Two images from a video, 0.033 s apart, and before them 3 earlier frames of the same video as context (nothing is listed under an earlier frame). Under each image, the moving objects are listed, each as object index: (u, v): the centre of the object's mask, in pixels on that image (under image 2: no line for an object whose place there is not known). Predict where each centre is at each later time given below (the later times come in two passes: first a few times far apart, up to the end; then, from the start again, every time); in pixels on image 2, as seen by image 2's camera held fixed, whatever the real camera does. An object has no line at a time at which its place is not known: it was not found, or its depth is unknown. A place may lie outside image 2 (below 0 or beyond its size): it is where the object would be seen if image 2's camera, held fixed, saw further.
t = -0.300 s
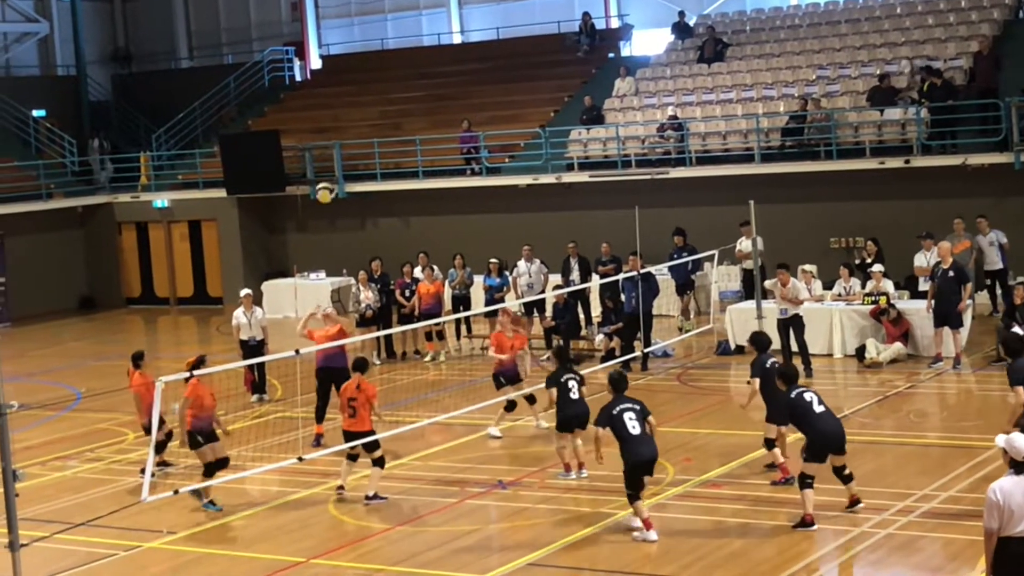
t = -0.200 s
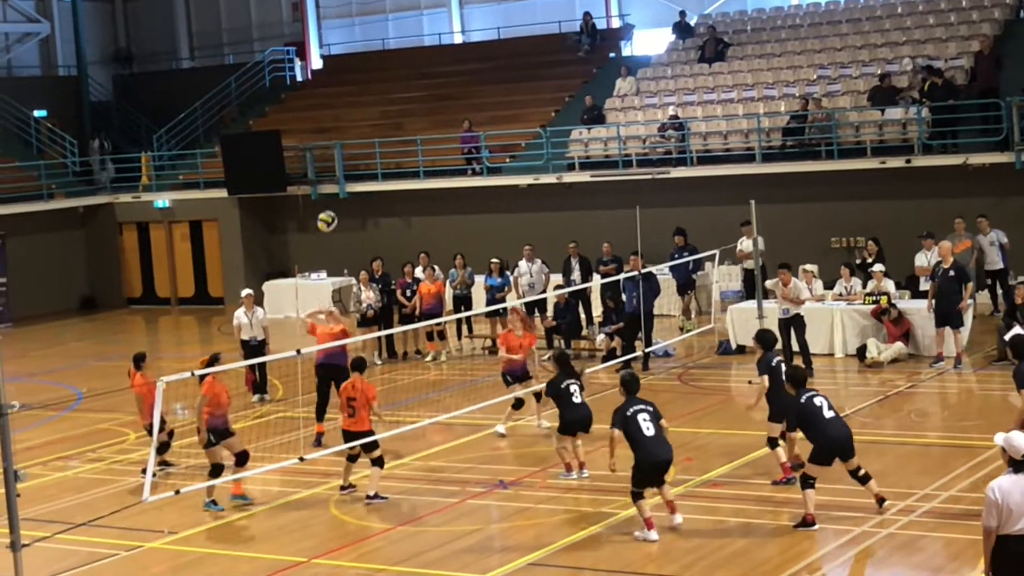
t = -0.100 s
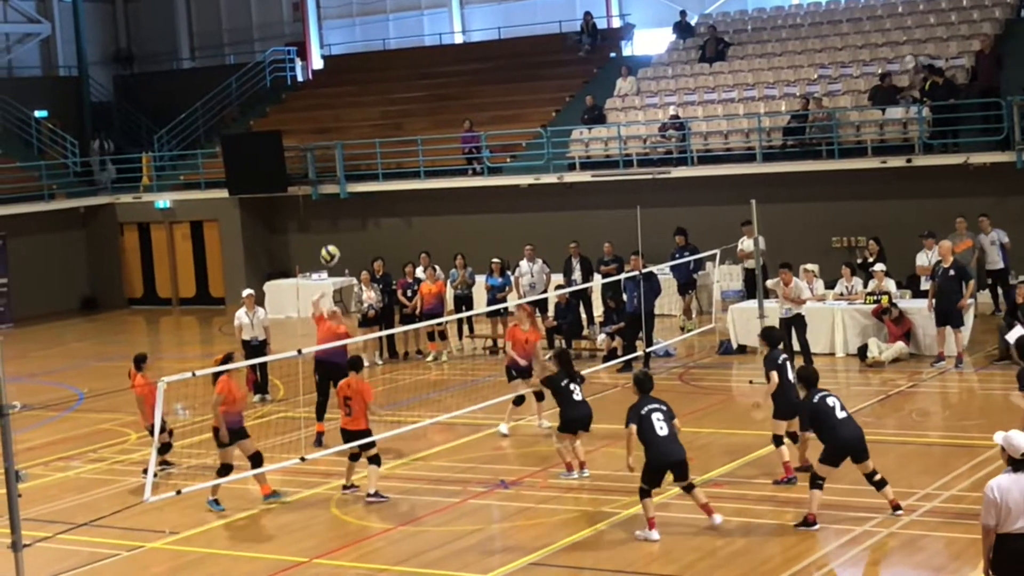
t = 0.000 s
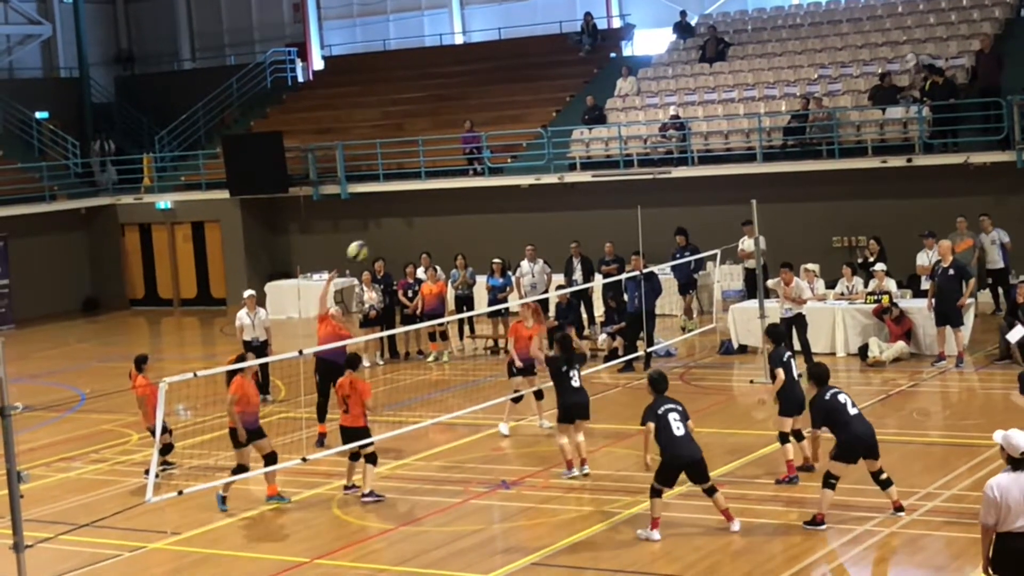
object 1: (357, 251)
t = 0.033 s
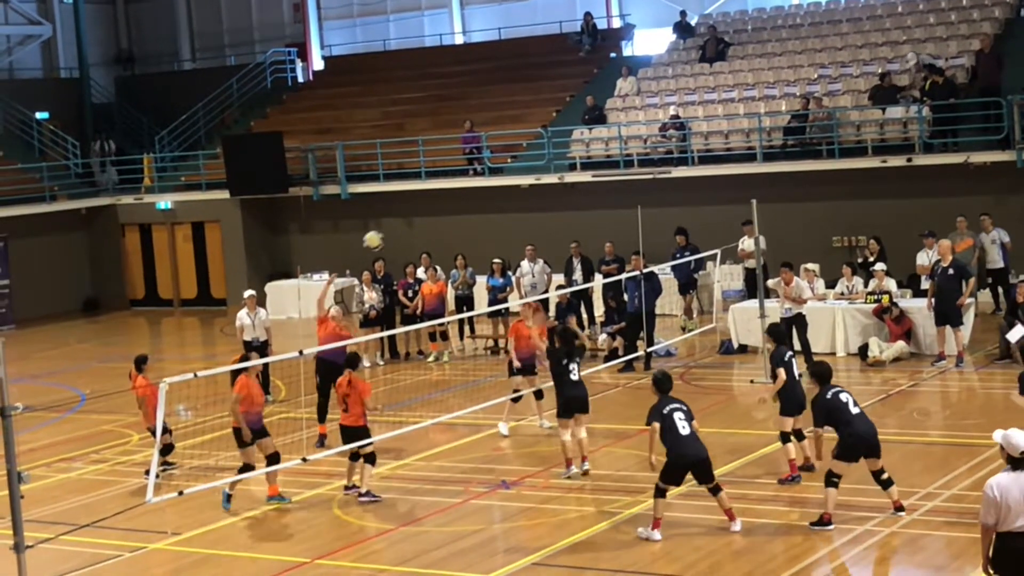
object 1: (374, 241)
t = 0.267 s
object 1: (491, 196)
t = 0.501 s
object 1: (623, 204)
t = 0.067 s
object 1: (389, 230)
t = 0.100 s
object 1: (405, 223)
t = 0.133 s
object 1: (422, 214)
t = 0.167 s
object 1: (439, 208)
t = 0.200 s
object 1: (455, 203)
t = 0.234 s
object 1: (473, 198)
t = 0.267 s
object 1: (491, 196)
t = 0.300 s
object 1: (510, 194)
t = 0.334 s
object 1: (528, 193)
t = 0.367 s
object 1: (546, 192)
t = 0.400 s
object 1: (566, 194)
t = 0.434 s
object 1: (584, 197)
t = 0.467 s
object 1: (604, 199)
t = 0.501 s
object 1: (623, 204)
